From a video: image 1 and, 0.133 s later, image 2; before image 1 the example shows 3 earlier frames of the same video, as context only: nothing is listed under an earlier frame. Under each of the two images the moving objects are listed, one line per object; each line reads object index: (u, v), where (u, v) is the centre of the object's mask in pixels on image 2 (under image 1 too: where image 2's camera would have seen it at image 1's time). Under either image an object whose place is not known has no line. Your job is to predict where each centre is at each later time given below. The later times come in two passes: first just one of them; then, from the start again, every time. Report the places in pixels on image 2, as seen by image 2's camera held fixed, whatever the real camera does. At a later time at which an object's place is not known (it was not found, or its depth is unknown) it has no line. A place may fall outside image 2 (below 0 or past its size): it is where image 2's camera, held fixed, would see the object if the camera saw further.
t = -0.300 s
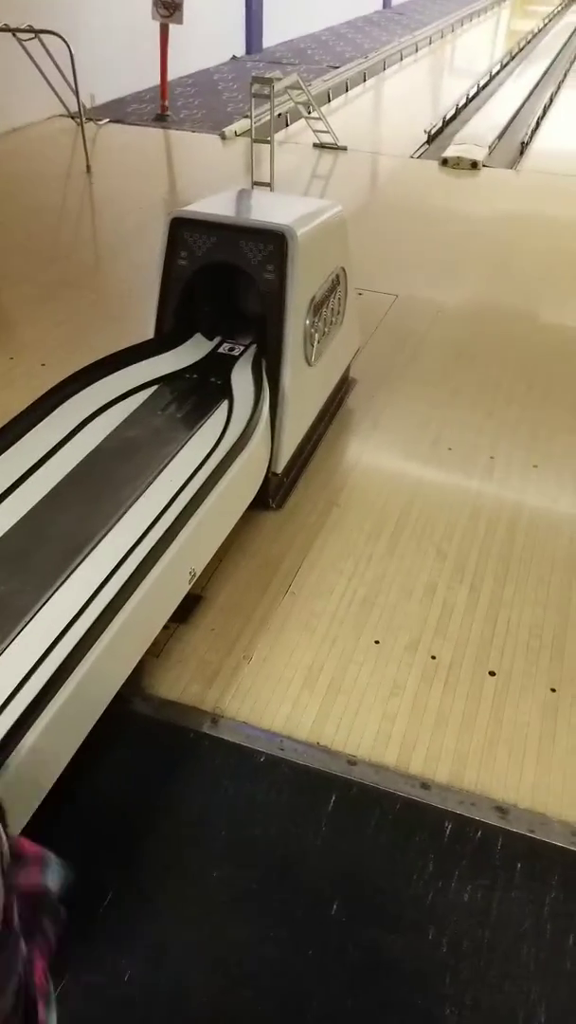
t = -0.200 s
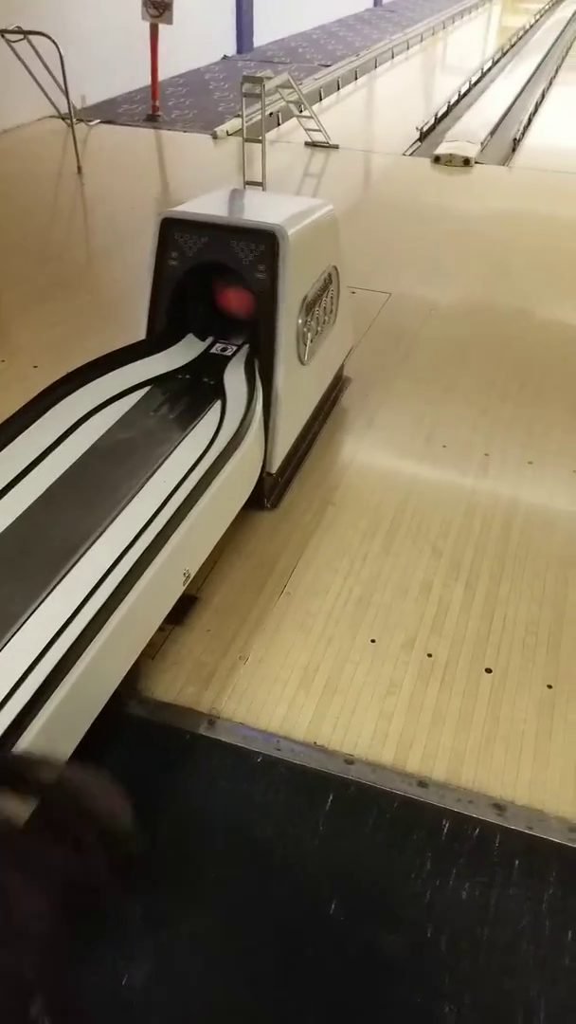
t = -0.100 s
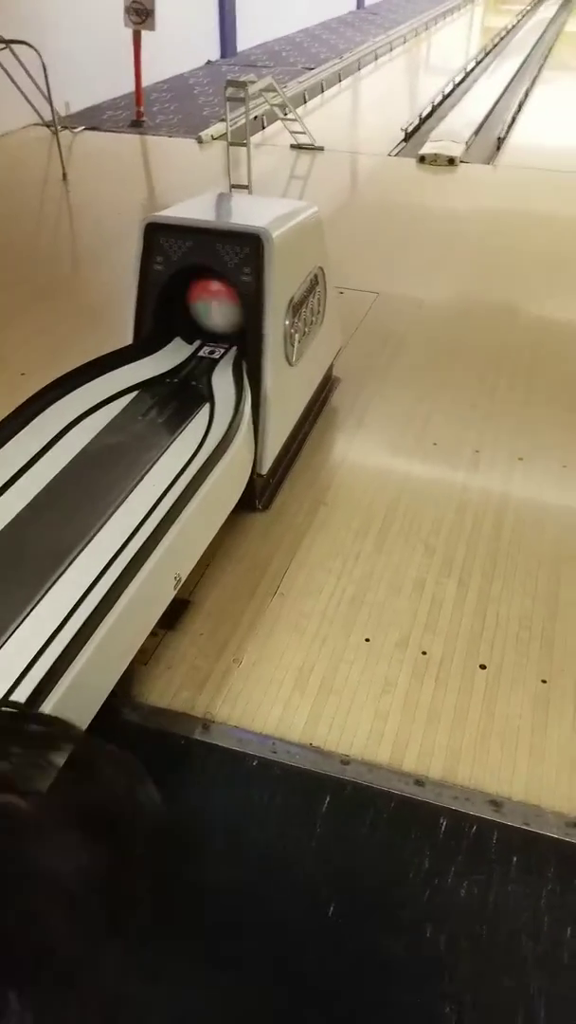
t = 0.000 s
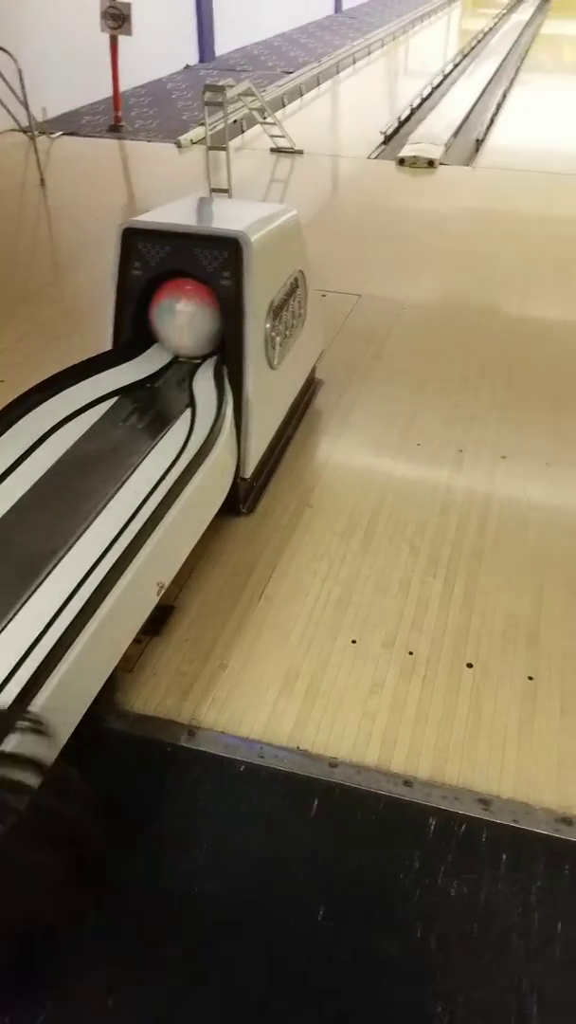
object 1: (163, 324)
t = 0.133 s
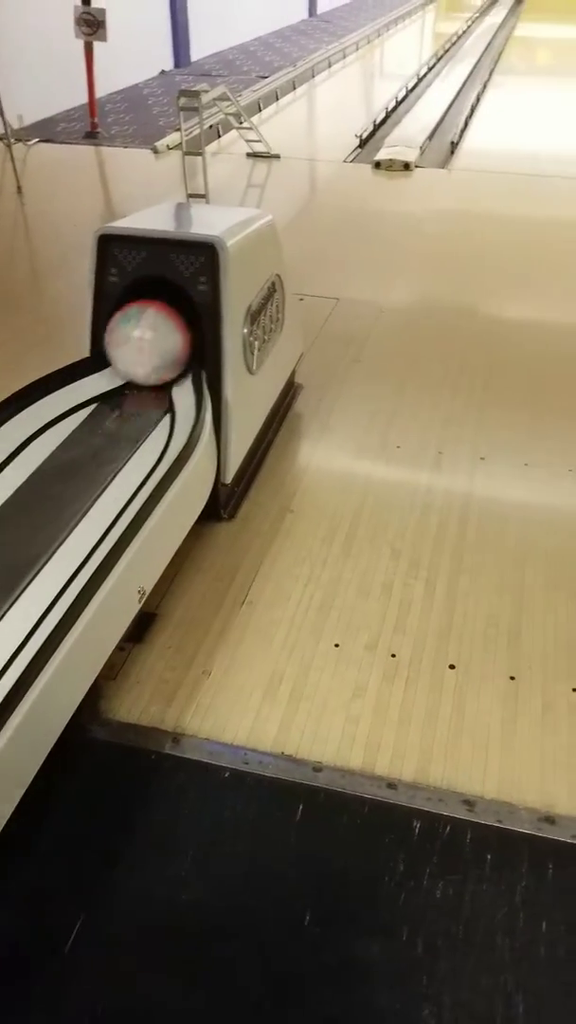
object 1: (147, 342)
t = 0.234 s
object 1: (132, 359)
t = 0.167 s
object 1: (142, 347)
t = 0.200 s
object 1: (137, 353)
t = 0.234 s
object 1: (132, 359)
